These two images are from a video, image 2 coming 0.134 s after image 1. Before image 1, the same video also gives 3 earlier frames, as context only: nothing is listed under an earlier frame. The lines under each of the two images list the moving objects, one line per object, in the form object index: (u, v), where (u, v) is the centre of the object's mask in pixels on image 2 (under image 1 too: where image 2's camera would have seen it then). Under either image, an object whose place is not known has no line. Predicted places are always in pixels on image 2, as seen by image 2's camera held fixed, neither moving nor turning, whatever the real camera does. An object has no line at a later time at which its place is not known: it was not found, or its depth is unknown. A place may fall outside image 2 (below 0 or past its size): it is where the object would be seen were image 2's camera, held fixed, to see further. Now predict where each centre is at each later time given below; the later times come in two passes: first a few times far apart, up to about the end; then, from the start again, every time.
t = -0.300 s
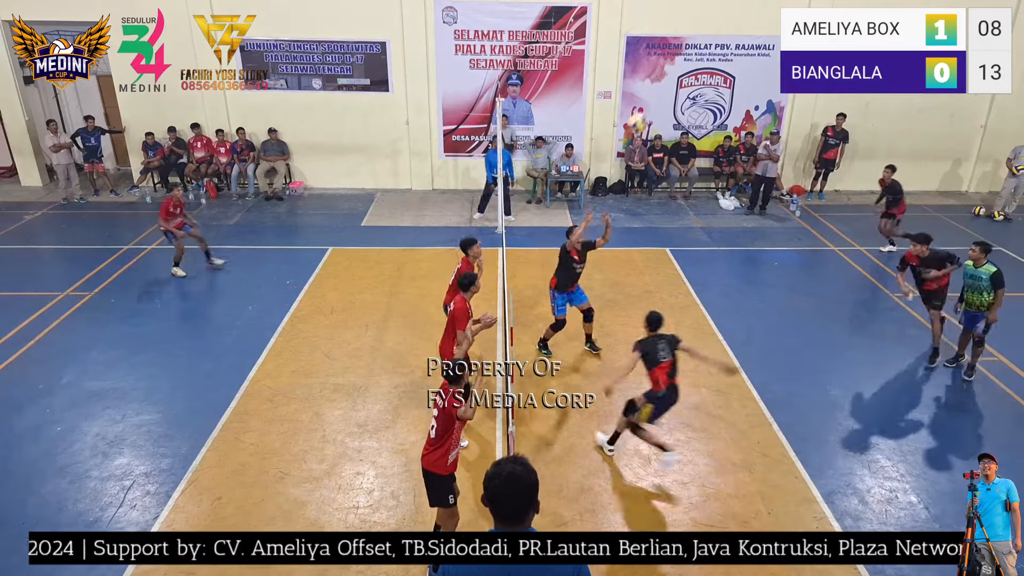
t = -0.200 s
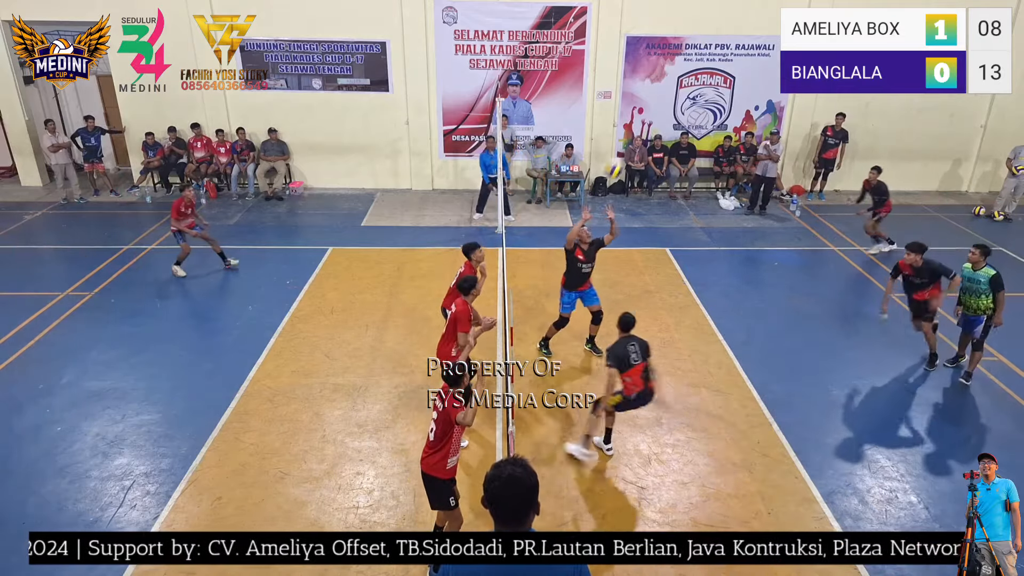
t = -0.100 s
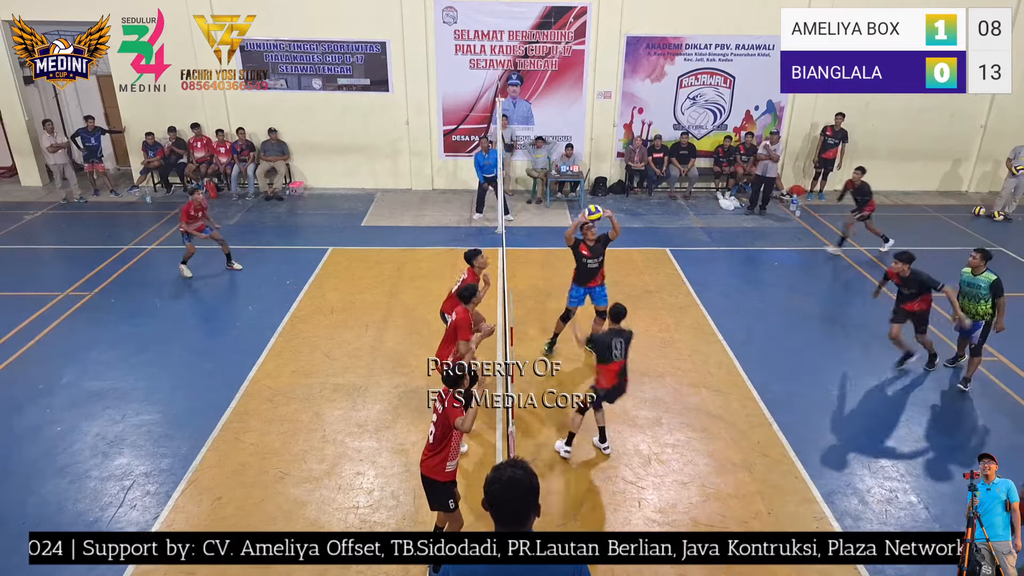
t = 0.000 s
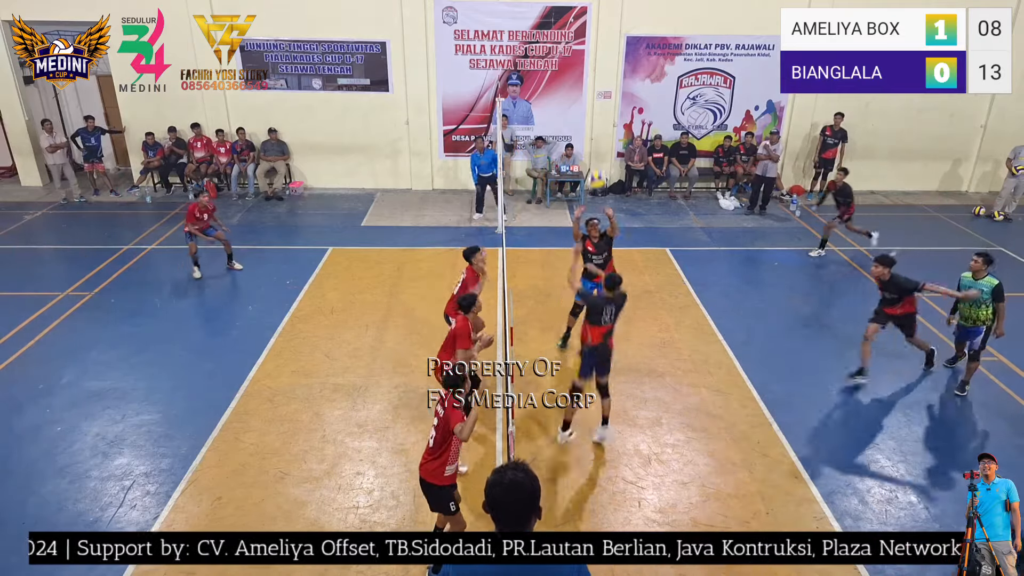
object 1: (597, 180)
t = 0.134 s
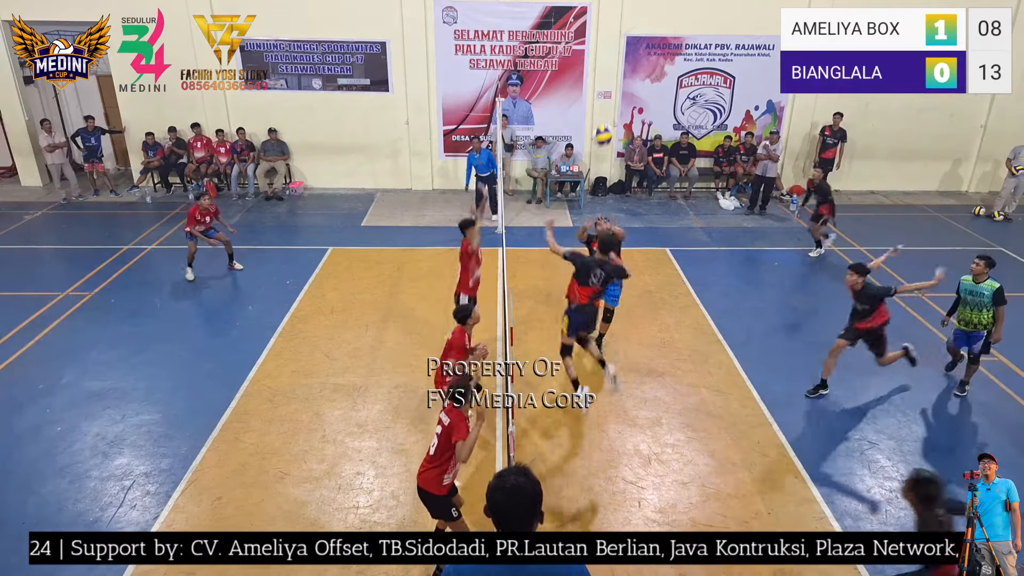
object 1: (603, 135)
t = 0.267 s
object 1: (609, 99)
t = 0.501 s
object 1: (620, 78)
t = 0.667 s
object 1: (626, 113)
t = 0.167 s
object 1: (605, 125)
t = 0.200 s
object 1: (606, 115)
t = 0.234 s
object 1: (607, 107)
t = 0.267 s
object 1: (609, 99)
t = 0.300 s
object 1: (610, 93)
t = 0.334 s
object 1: (612, 88)
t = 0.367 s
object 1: (613, 83)
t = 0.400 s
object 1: (615, 79)
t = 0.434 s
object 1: (617, 76)
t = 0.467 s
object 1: (619, 76)
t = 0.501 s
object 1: (620, 78)
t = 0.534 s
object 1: (621, 82)
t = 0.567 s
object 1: (622, 87)
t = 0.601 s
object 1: (624, 94)
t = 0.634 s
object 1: (625, 102)
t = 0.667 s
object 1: (626, 113)
